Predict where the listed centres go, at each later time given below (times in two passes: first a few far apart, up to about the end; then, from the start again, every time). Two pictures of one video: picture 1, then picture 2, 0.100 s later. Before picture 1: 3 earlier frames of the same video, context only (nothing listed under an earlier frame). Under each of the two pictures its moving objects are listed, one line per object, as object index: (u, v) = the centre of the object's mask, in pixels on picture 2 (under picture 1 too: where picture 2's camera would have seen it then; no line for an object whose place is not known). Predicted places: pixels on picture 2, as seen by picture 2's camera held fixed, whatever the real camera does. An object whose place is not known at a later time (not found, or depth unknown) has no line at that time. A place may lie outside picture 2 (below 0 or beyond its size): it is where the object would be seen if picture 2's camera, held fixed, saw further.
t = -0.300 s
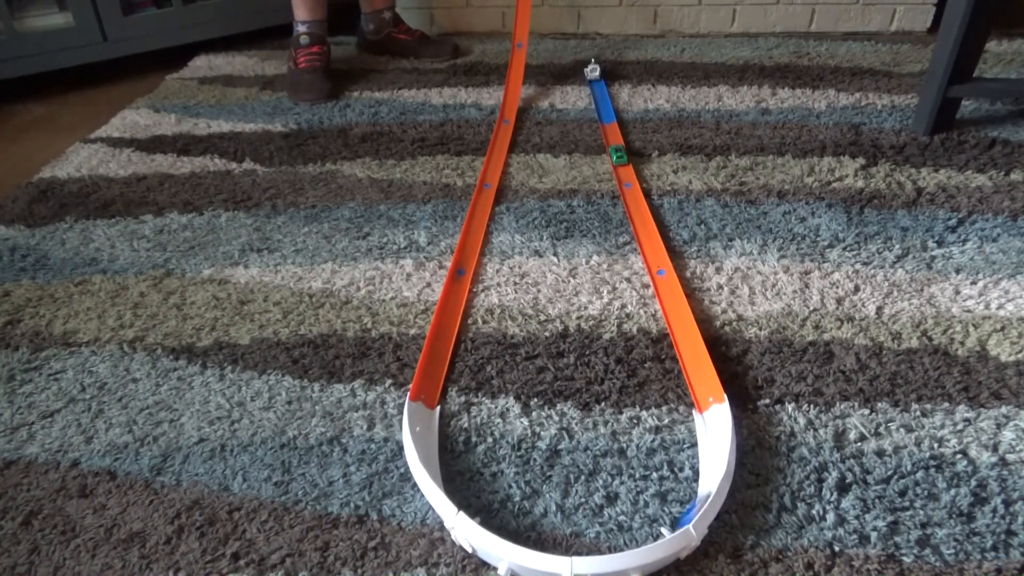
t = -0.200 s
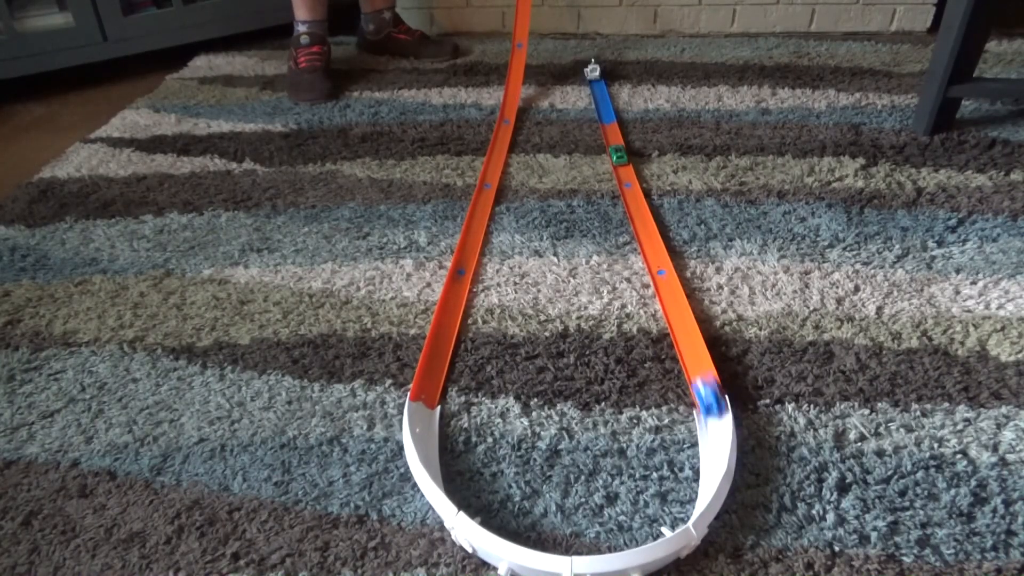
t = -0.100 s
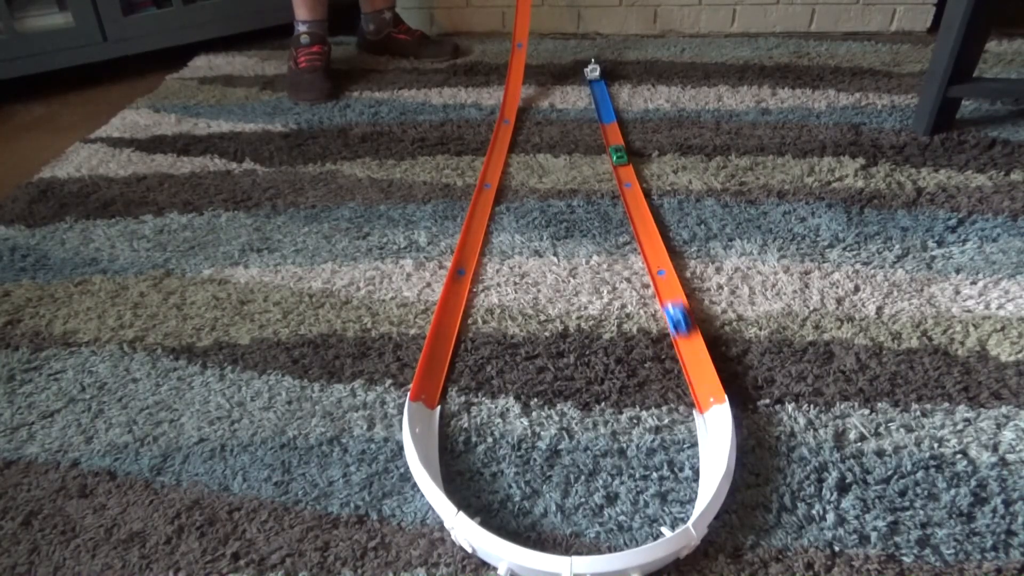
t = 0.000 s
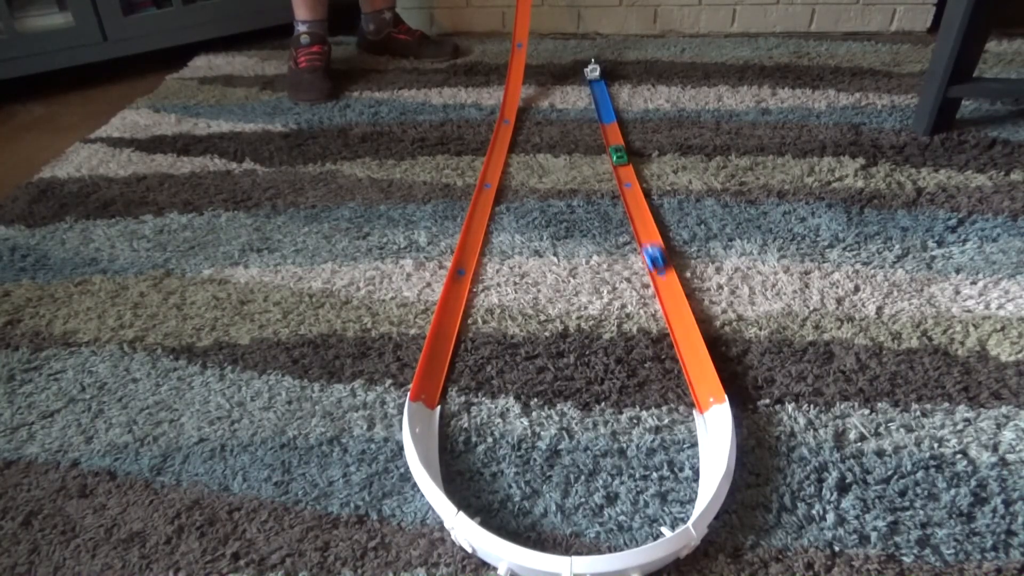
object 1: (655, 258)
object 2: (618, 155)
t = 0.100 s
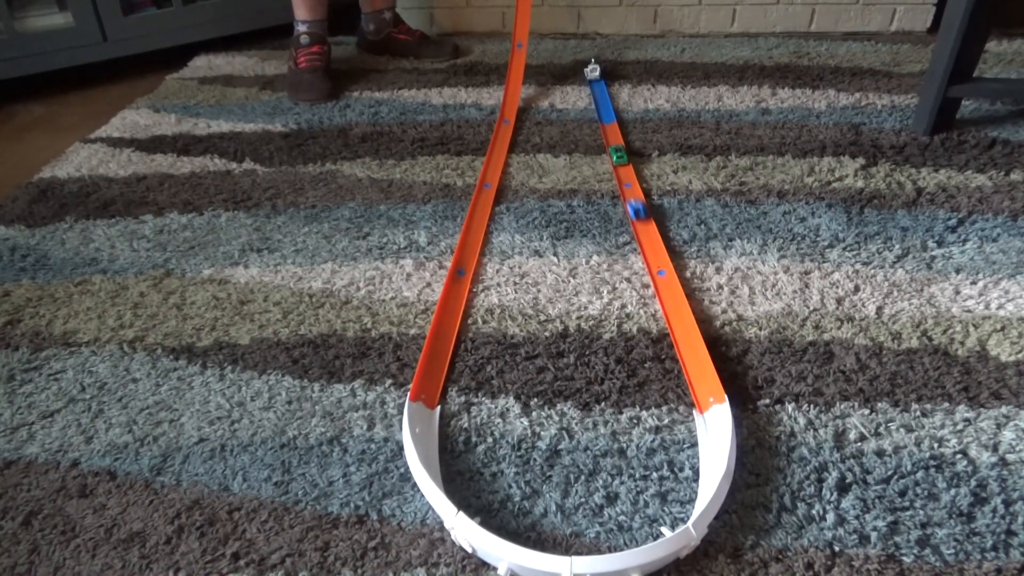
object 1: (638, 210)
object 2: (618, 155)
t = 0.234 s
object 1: (622, 166)
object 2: (616, 148)
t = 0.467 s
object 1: (612, 136)
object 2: (607, 117)
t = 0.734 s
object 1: (604, 110)
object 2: (599, 92)
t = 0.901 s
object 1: (601, 99)
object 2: (597, 83)
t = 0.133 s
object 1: (632, 195)
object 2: (618, 155)
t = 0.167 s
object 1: (627, 182)
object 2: (618, 155)
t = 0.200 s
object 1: (623, 171)
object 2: (618, 153)
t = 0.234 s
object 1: (622, 166)
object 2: (616, 148)
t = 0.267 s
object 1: (620, 161)
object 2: (615, 144)
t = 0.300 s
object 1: (618, 157)
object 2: (613, 139)
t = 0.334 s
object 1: (617, 153)
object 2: (612, 135)
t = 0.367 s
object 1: (616, 148)
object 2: (611, 130)
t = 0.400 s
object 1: (615, 144)
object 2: (610, 126)
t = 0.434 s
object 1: (613, 140)
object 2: (608, 121)
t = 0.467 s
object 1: (612, 136)
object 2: (607, 117)
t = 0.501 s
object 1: (611, 134)
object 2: (606, 114)
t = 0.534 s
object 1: (610, 128)
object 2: (604, 111)
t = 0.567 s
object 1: (609, 125)
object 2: (604, 107)
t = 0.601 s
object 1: (608, 121)
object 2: (602, 103)
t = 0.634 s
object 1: (607, 119)
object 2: (602, 100)
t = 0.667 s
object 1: (606, 115)
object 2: (601, 97)
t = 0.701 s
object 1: (605, 112)
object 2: (600, 94)
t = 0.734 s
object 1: (604, 110)
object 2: (599, 92)
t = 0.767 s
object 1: (603, 107)
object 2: (598, 89)
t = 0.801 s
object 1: (603, 105)
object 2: (597, 86)
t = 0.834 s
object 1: (602, 103)
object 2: (597, 85)
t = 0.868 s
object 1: (602, 101)
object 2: (597, 84)
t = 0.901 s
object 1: (601, 99)
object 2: (597, 83)
